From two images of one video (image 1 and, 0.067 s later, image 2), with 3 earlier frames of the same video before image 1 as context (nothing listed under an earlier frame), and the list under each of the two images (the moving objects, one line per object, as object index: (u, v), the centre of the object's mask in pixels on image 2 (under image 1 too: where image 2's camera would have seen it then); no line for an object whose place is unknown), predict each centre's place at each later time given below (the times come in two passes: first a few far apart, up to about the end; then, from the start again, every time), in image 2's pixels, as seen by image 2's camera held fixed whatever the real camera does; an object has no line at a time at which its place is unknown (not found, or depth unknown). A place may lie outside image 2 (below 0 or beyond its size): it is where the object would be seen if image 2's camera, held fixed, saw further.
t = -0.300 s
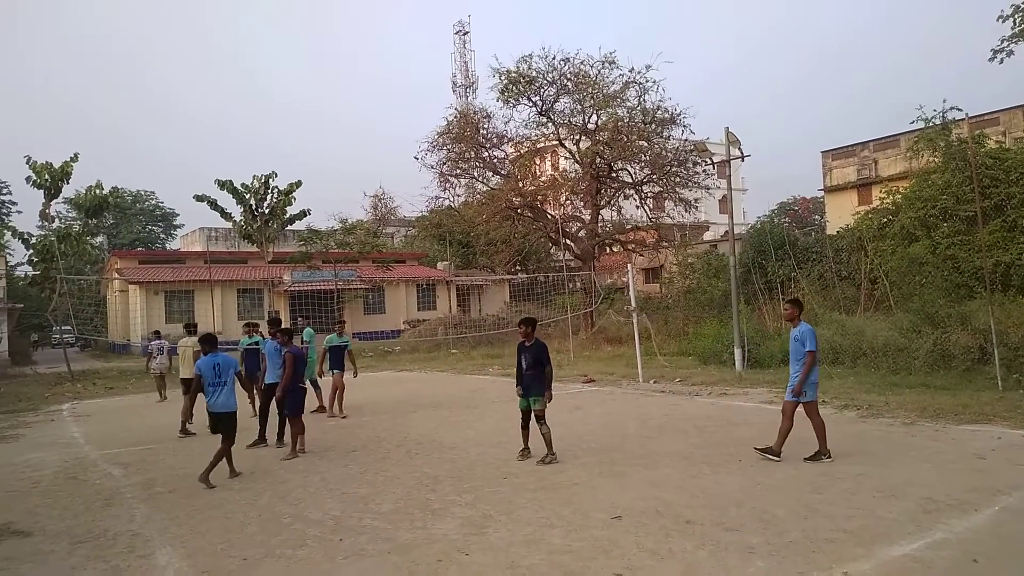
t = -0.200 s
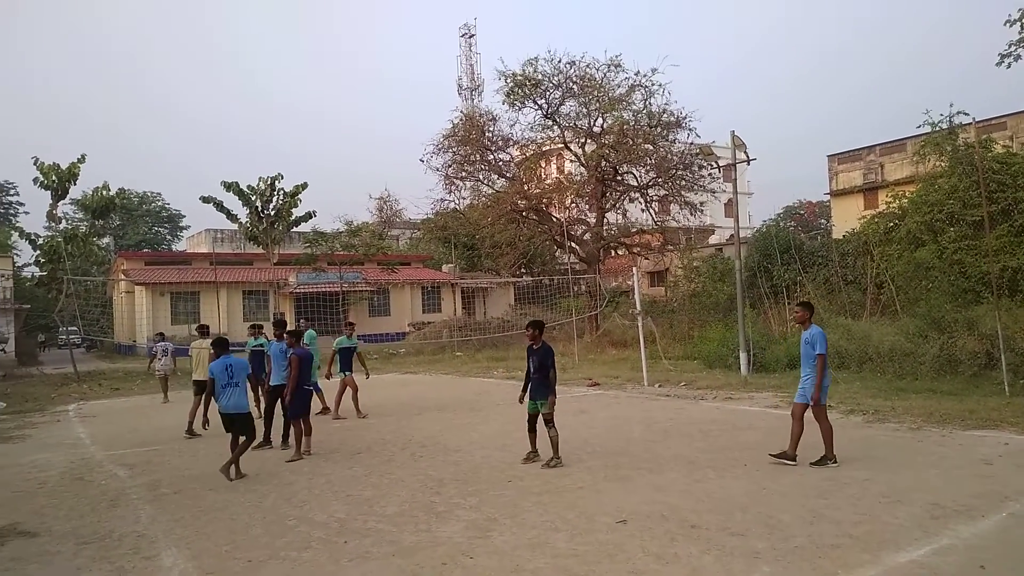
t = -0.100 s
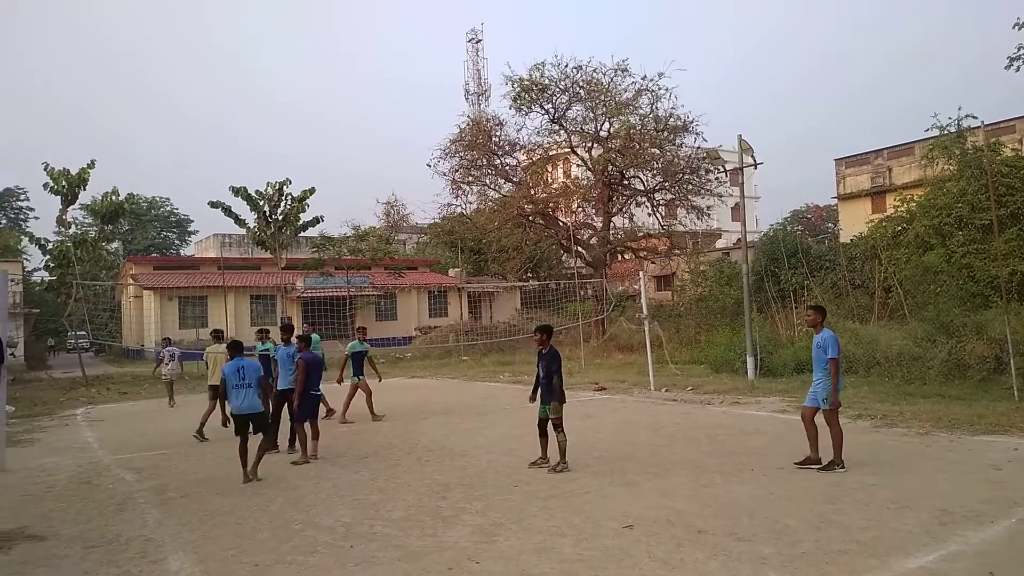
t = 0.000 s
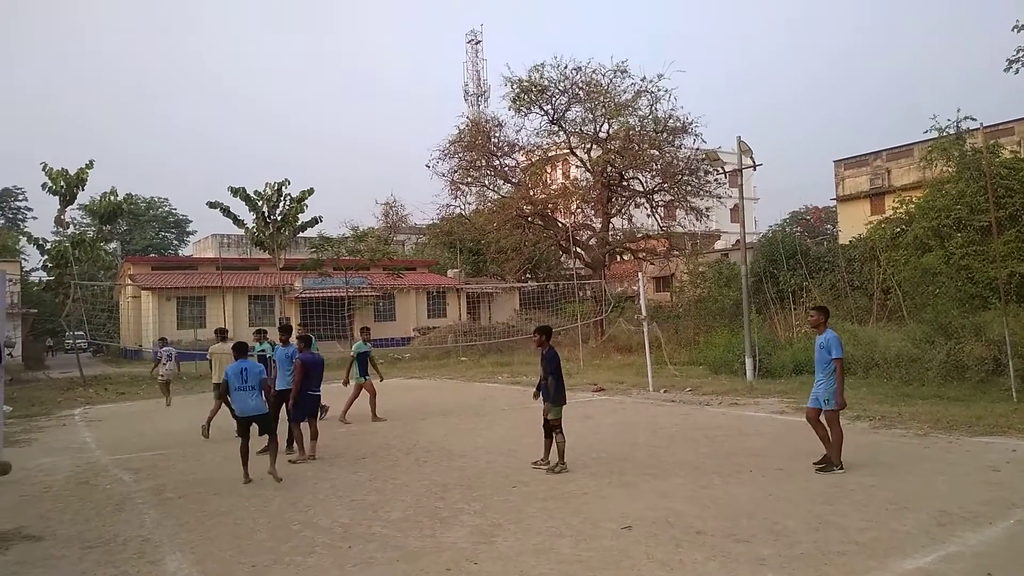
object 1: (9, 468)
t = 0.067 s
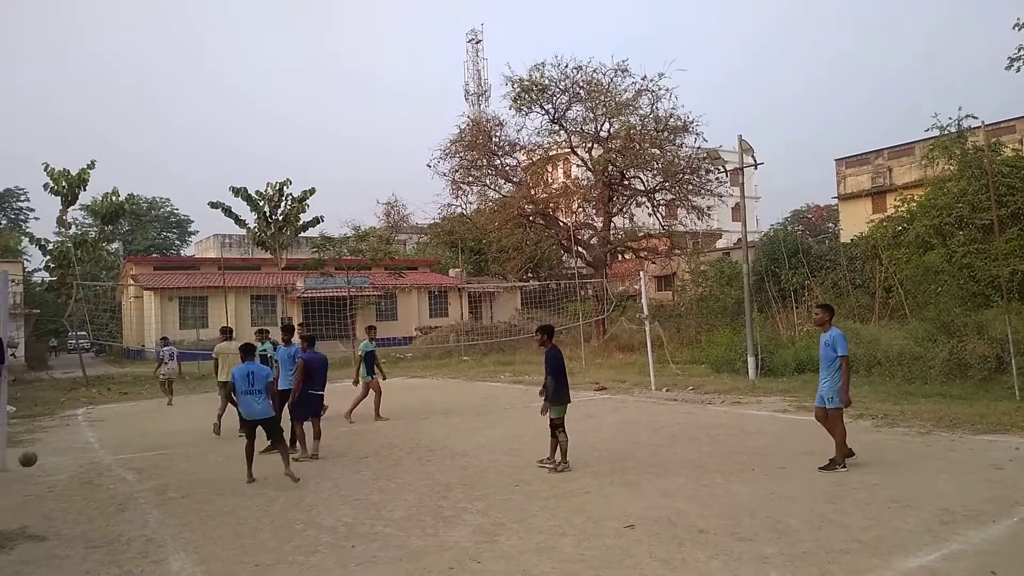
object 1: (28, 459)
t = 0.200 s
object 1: (68, 453)
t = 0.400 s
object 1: (120, 442)
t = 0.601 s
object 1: (164, 435)
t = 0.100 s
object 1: (38, 456)
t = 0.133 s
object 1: (49, 454)
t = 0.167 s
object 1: (59, 453)
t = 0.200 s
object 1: (68, 453)
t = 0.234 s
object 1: (77, 453)
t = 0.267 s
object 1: (86, 455)
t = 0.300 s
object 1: (96, 451)
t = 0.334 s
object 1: (104, 448)
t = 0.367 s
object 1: (112, 444)
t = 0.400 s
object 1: (120, 442)
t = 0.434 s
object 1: (128, 441)
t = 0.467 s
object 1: (135, 440)
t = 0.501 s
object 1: (143, 440)
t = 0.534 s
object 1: (150, 440)
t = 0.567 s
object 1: (157, 437)
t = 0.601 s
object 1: (164, 435)
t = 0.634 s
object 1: (171, 434)
